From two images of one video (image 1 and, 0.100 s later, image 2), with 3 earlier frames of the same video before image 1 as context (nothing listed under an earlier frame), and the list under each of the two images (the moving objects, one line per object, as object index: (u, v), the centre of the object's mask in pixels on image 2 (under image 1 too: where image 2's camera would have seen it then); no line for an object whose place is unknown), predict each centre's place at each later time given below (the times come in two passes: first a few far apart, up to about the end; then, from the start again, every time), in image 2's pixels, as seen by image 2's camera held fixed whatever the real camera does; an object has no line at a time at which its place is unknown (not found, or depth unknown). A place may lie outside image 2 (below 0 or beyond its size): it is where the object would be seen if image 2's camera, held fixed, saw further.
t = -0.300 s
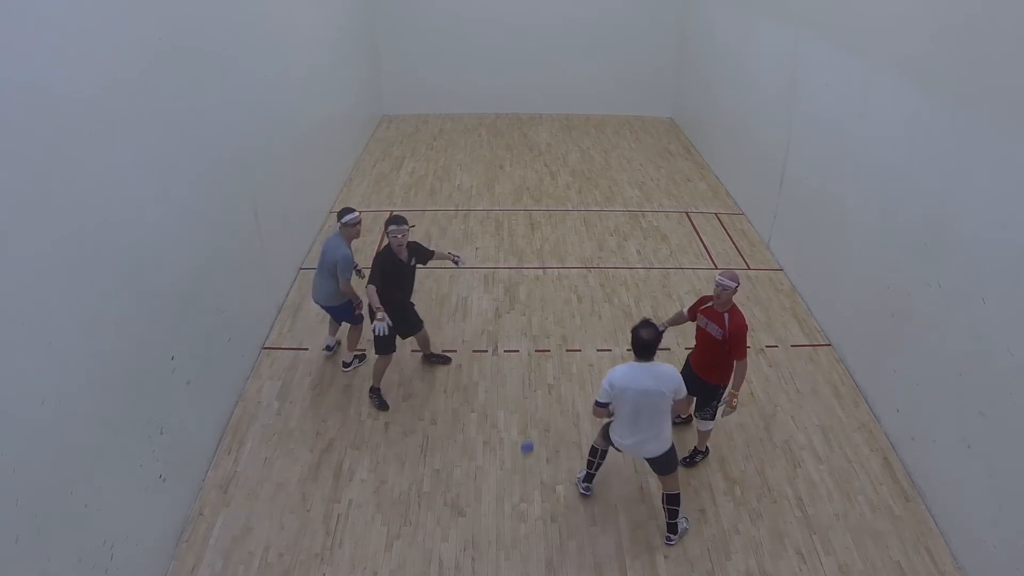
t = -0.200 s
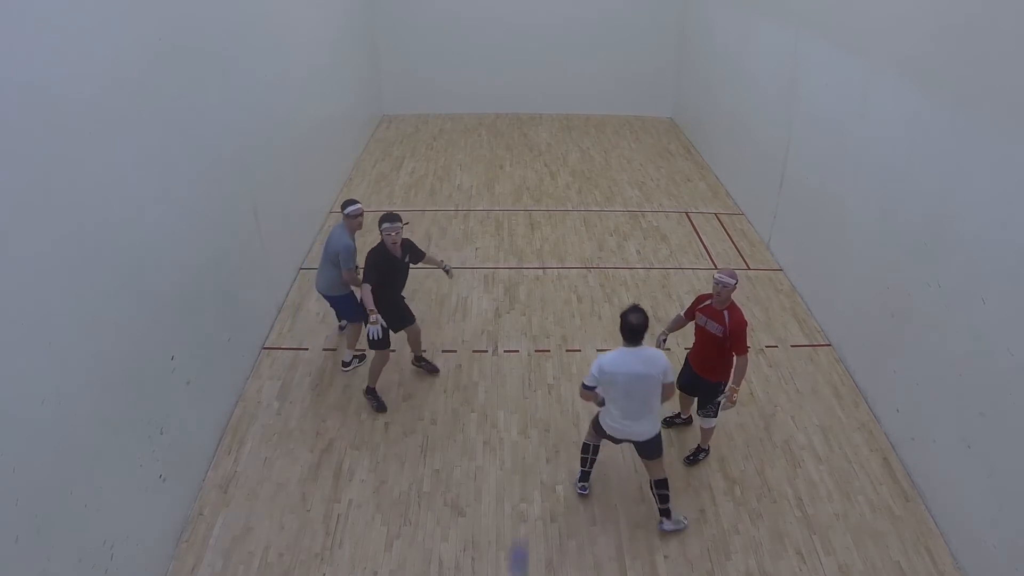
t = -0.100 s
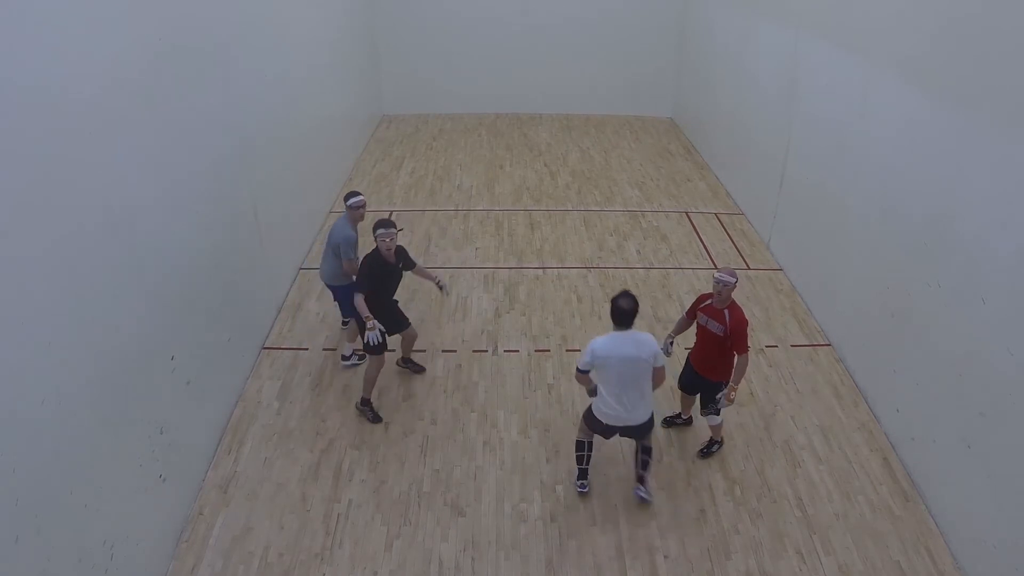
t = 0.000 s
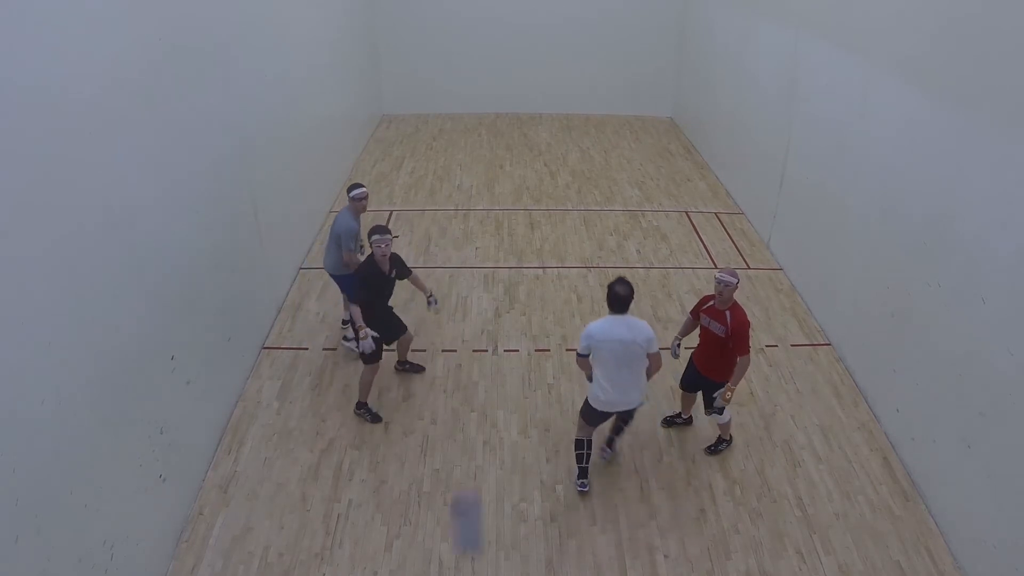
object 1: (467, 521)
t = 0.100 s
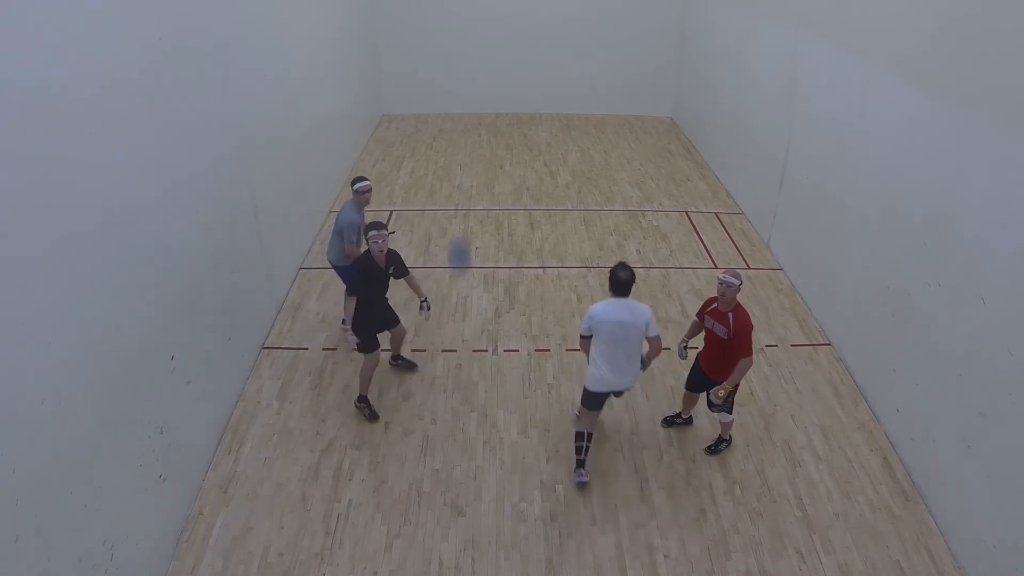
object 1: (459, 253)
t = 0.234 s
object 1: (460, 119)
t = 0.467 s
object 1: (462, 107)
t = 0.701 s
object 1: (464, 170)
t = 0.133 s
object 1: (460, 200)
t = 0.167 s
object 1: (459, 164)
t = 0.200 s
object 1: (459, 137)
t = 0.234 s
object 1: (460, 119)
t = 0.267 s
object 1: (460, 107)
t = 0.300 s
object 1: (460, 100)
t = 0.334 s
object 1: (460, 96)
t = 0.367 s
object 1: (460, 96)
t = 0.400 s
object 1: (461, 98)
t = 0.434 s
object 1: (461, 102)
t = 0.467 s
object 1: (462, 107)
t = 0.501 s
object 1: (462, 114)
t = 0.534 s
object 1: (462, 122)
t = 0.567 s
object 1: (463, 131)
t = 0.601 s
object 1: (463, 140)
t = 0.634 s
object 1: (463, 149)
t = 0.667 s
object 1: (464, 159)
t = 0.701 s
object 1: (464, 170)
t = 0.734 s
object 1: (464, 181)
